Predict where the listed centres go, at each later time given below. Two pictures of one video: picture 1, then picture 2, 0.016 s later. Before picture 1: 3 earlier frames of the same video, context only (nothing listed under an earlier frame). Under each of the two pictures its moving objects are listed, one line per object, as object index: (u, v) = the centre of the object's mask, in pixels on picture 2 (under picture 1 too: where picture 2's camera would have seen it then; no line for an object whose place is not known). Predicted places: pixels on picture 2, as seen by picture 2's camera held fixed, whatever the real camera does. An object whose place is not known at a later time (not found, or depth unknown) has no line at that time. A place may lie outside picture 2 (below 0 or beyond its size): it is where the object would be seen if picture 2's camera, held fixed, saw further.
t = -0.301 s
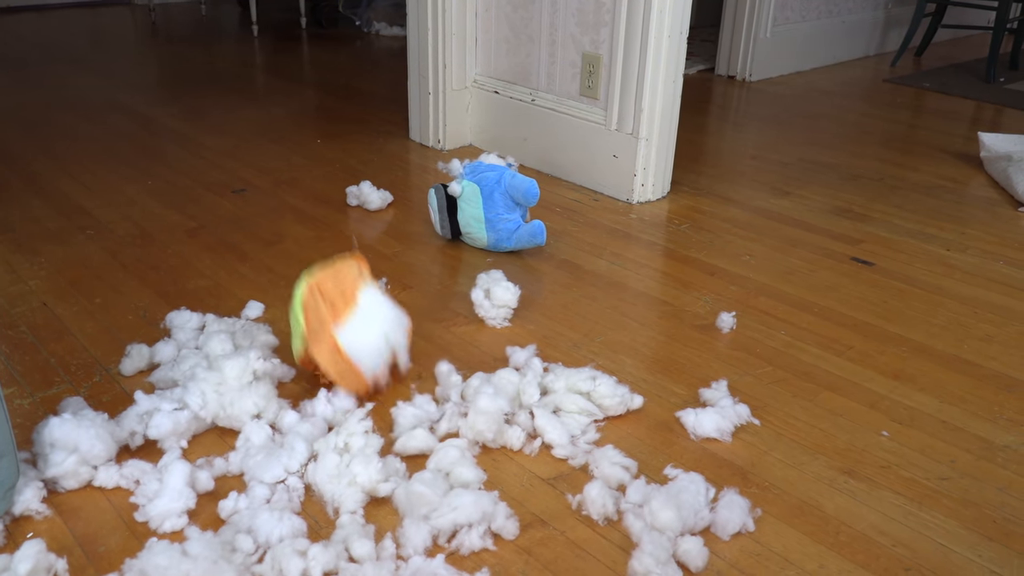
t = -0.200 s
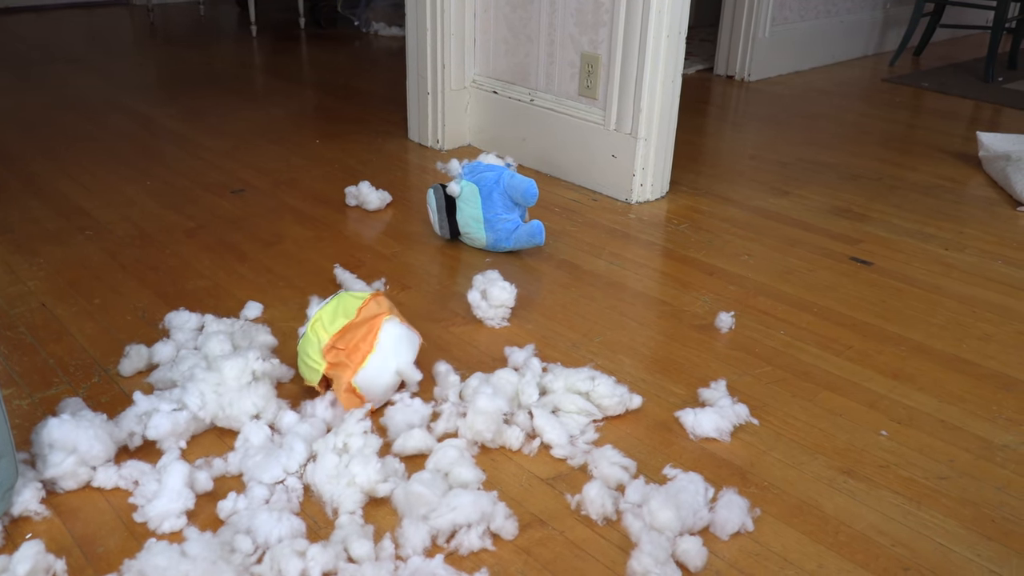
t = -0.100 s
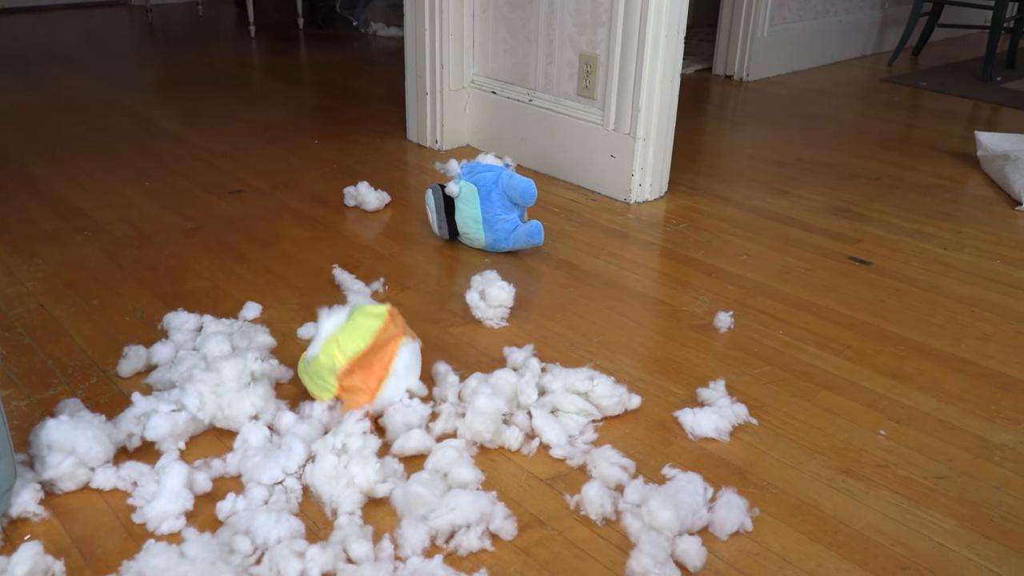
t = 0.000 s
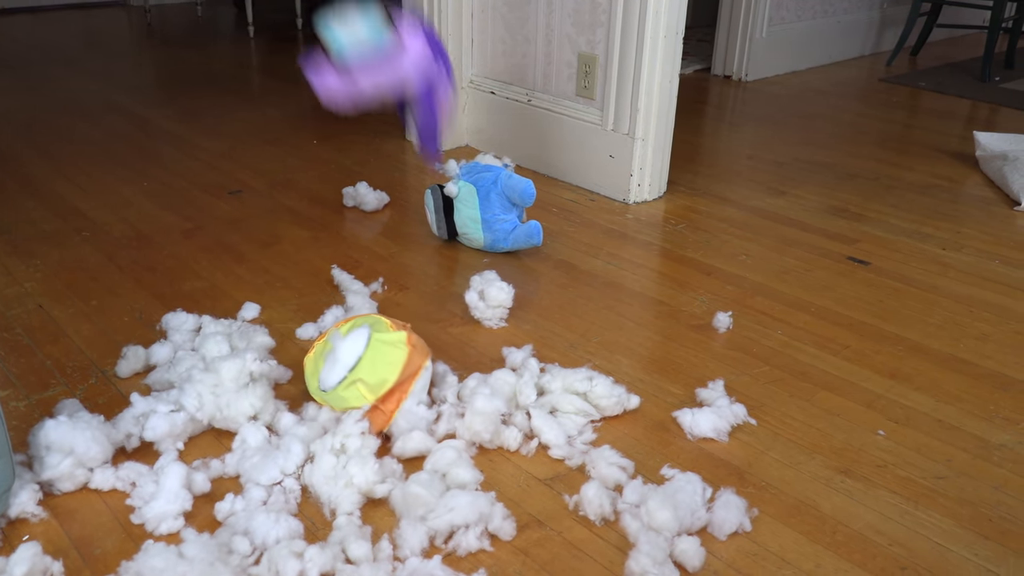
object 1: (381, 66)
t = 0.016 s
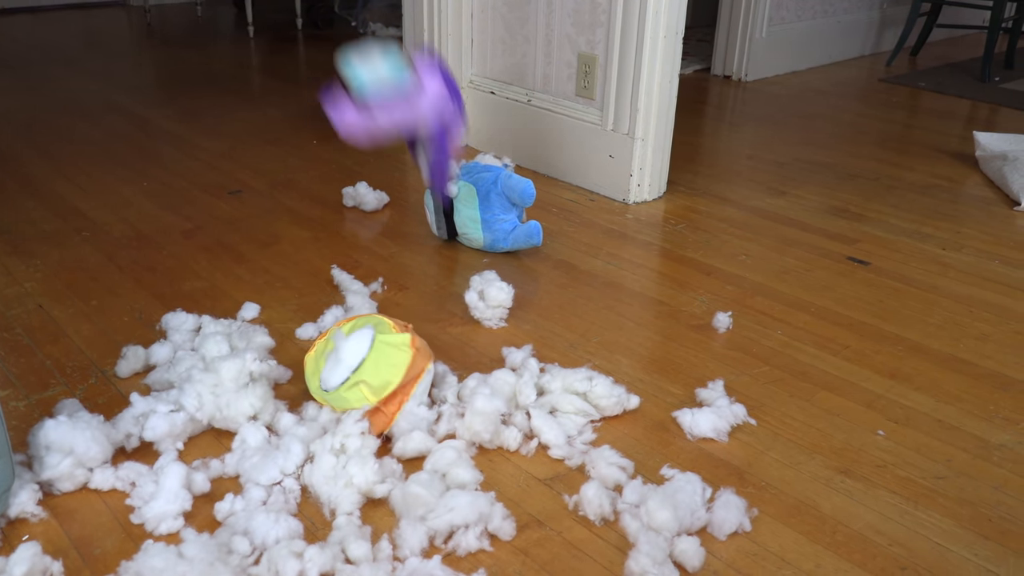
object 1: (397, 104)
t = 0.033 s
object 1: (413, 142)
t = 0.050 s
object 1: (430, 176)
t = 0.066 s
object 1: (443, 209)
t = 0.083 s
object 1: (452, 232)
